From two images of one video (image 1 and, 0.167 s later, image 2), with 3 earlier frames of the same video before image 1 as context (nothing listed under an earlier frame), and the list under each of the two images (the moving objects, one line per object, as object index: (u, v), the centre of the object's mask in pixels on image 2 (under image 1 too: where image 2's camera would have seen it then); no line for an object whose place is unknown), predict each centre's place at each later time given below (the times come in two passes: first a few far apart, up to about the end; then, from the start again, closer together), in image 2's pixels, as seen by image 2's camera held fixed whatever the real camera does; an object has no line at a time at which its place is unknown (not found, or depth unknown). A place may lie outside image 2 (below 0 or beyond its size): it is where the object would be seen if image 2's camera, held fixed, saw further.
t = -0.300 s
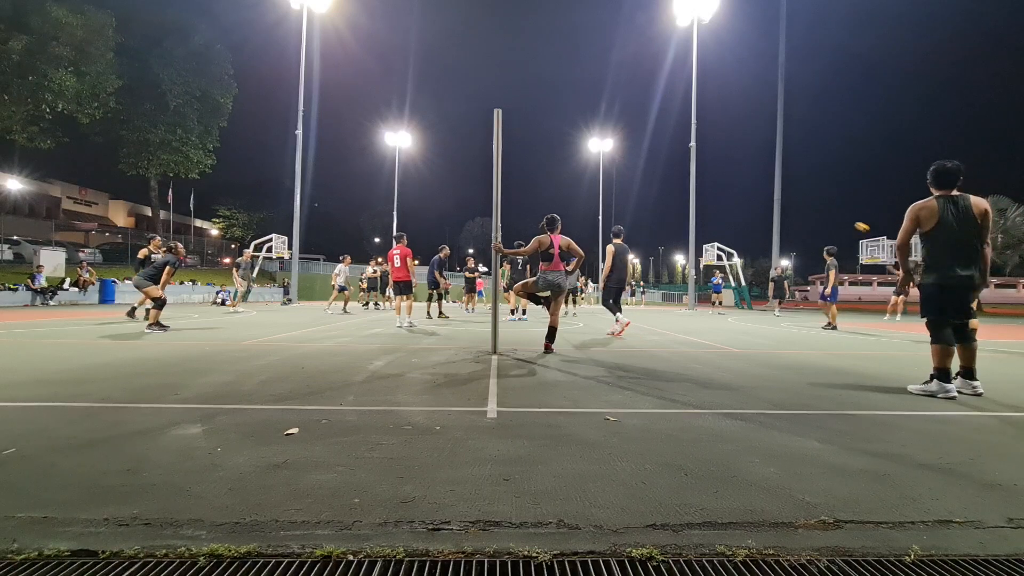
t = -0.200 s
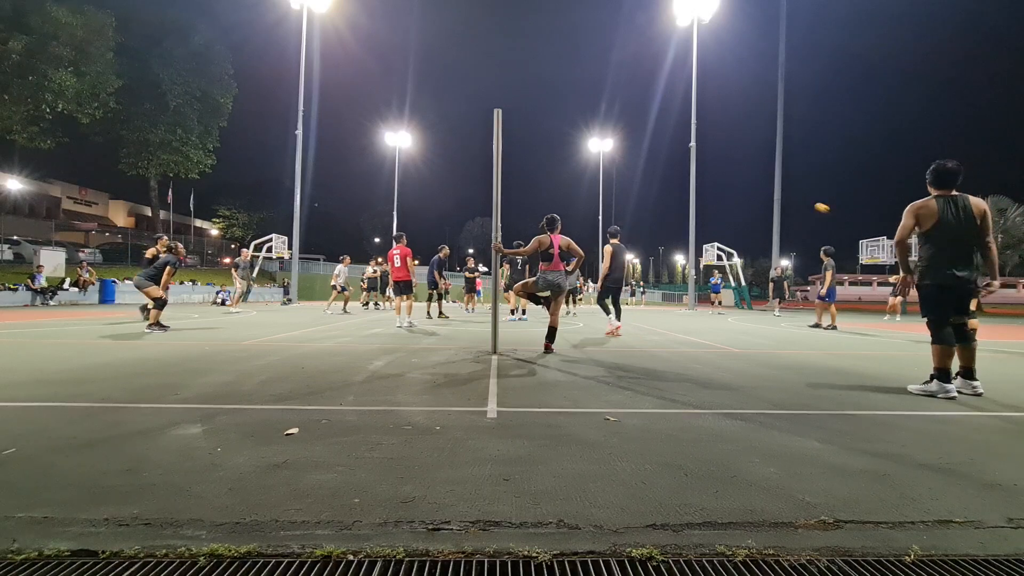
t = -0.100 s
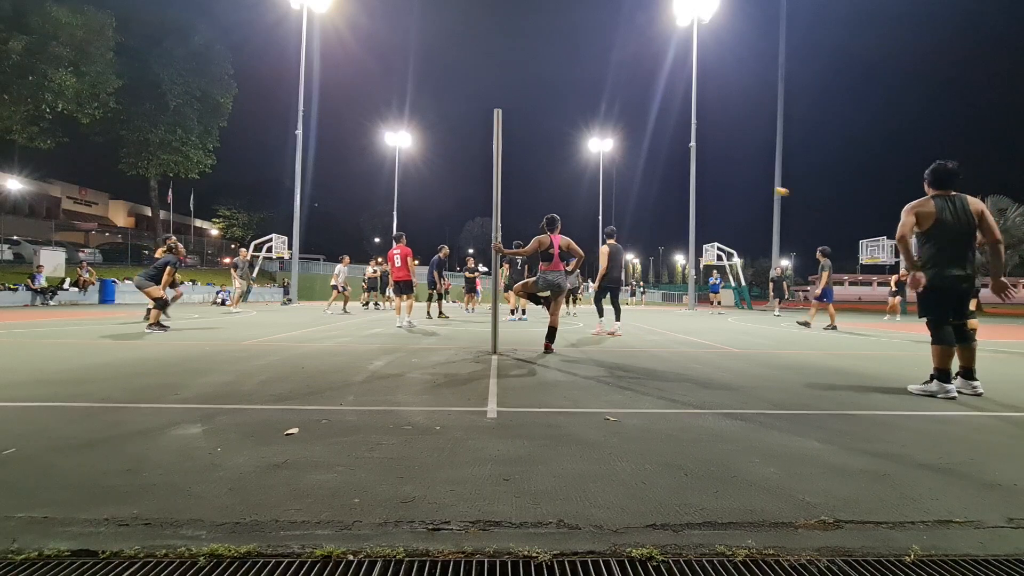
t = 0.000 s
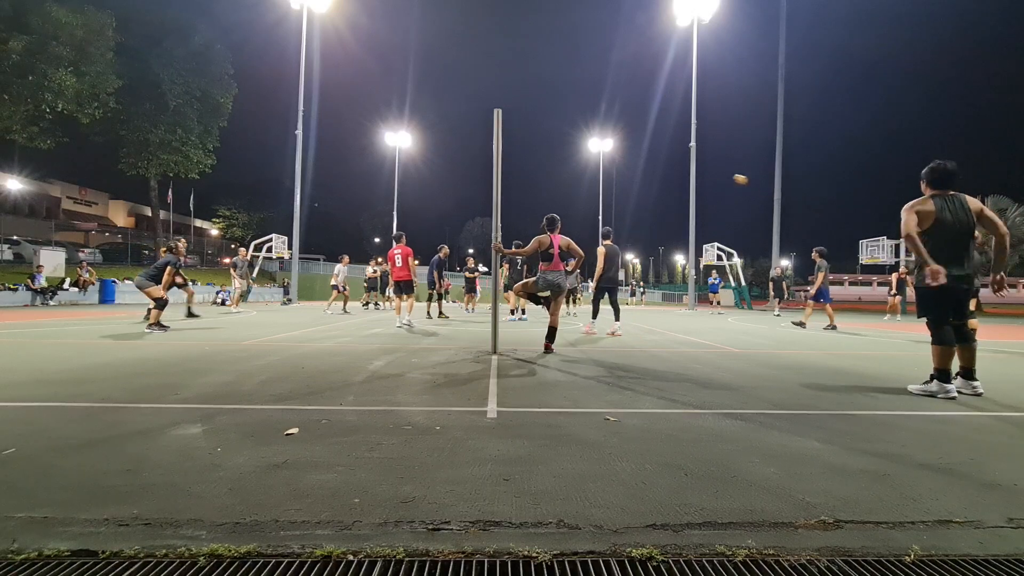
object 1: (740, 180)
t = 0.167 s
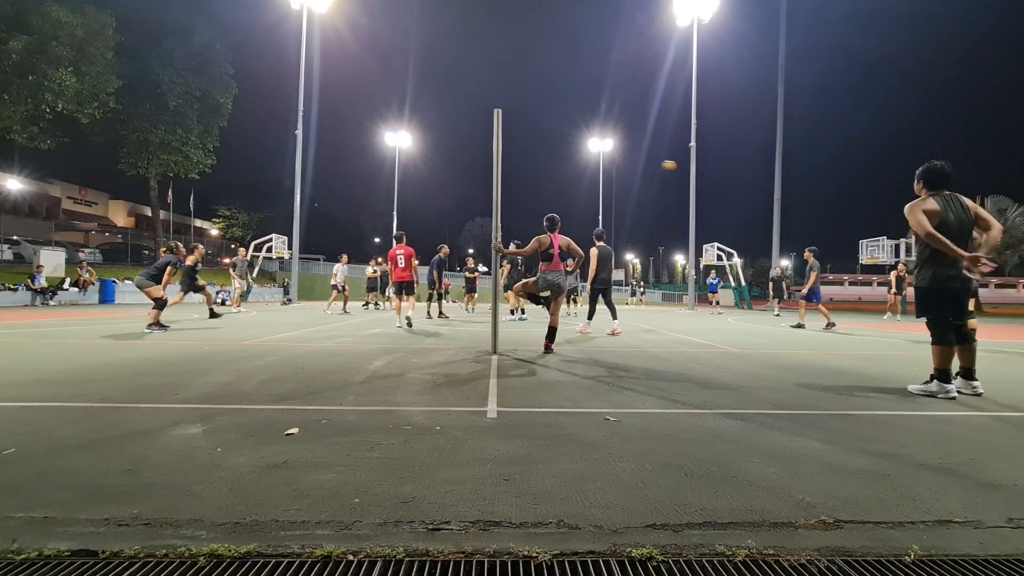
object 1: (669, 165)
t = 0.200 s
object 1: (654, 164)
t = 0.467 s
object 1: (531, 163)
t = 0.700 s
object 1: (410, 187)
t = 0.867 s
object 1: (316, 222)
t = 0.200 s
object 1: (654, 164)
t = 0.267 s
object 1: (624, 161)
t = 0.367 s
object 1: (578, 161)
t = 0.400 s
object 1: (563, 161)
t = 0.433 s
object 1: (547, 162)
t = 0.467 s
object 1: (531, 163)
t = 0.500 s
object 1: (514, 165)
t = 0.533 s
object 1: (504, 166)
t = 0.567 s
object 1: (480, 170)
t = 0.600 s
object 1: (463, 173)
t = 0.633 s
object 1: (446, 177)
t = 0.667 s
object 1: (428, 181)
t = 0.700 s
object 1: (410, 187)
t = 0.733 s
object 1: (391, 192)
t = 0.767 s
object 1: (373, 199)
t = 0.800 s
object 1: (355, 206)
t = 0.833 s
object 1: (336, 213)
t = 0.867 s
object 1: (316, 222)
